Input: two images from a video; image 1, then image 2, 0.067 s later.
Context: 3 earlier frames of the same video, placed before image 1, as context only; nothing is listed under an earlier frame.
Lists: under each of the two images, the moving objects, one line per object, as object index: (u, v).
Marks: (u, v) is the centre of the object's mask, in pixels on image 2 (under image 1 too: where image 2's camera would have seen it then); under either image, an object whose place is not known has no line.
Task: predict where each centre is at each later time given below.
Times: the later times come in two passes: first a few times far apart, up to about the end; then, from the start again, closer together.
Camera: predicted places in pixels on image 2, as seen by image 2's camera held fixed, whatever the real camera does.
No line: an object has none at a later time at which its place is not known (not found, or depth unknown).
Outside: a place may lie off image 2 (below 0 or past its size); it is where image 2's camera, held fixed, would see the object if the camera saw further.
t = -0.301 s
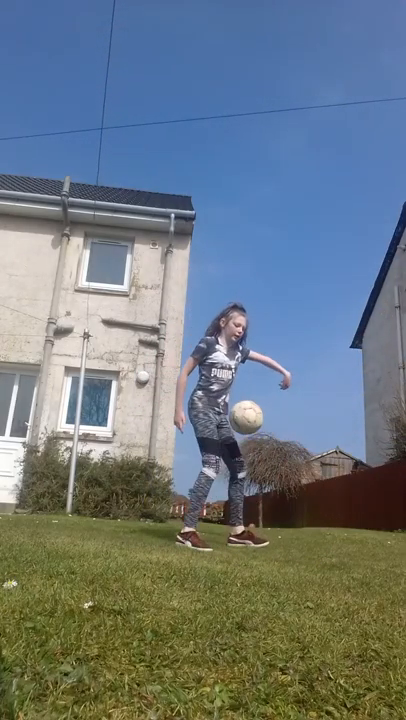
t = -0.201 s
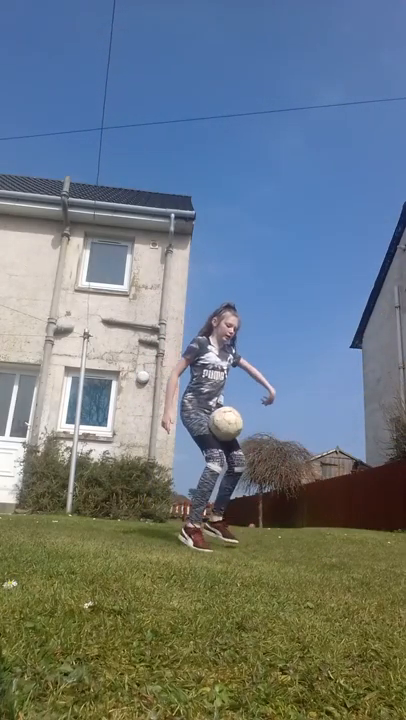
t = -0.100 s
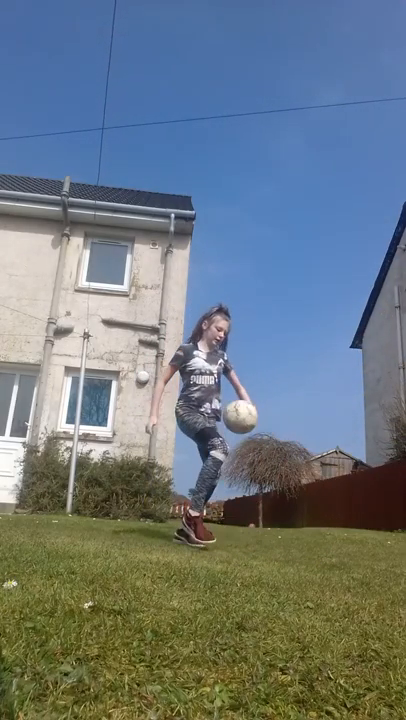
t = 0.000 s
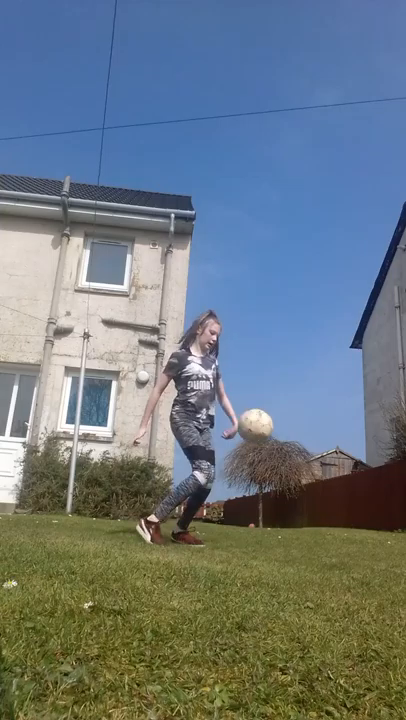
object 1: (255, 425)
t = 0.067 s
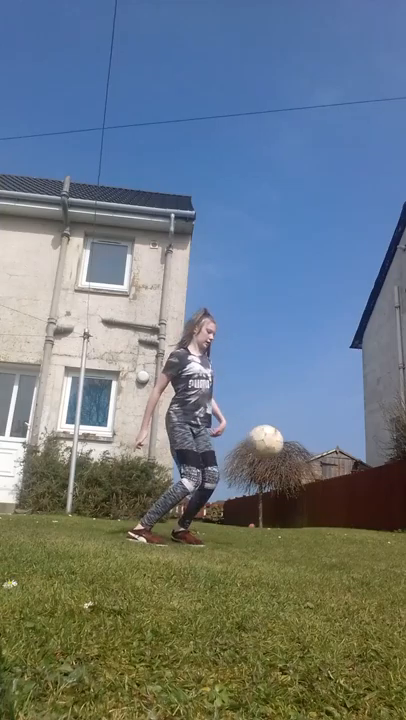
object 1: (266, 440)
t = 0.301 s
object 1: (300, 530)
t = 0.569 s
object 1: (325, 509)
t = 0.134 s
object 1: (275, 467)
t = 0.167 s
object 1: (280, 482)
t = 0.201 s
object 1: (286, 500)
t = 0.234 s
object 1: (291, 520)
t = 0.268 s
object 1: (297, 538)
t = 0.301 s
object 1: (300, 530)
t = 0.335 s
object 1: (303, 520)
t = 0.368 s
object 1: (306, 512)
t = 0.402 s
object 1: (309, 506)
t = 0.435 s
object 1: (312, 503)
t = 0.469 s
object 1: (315, 501)
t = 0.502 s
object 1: (319, 502)
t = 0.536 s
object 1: (322, 505)
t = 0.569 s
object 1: (325, 509)
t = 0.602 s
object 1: (329, 516)
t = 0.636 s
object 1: (333, 526)
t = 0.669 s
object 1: (336, 538)
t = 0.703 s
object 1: (339, 539)
